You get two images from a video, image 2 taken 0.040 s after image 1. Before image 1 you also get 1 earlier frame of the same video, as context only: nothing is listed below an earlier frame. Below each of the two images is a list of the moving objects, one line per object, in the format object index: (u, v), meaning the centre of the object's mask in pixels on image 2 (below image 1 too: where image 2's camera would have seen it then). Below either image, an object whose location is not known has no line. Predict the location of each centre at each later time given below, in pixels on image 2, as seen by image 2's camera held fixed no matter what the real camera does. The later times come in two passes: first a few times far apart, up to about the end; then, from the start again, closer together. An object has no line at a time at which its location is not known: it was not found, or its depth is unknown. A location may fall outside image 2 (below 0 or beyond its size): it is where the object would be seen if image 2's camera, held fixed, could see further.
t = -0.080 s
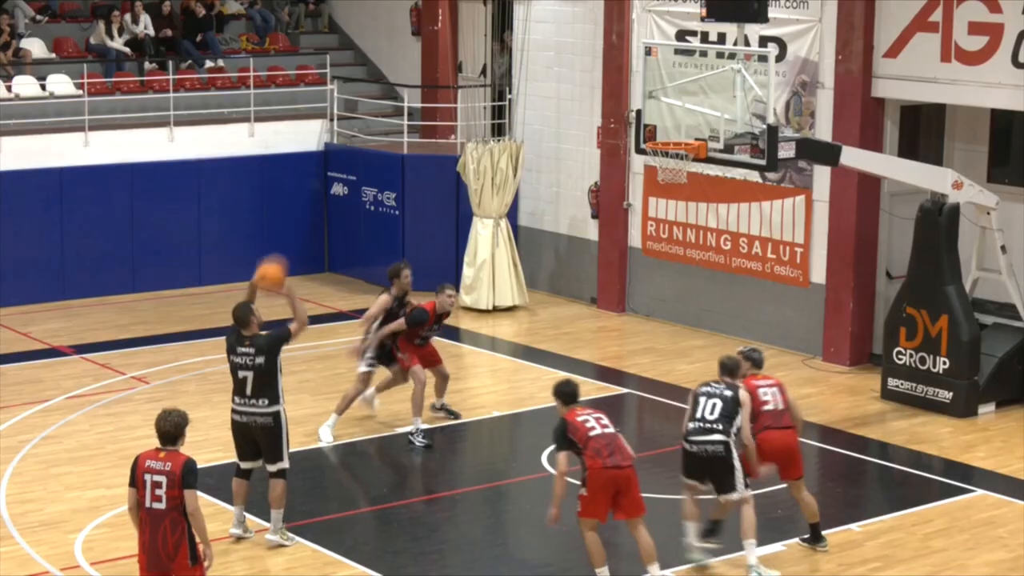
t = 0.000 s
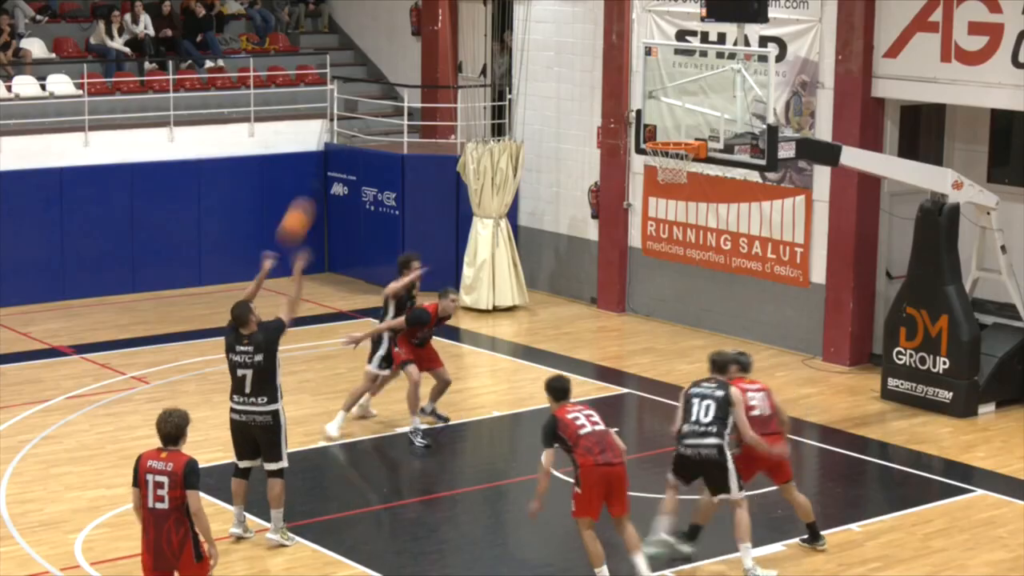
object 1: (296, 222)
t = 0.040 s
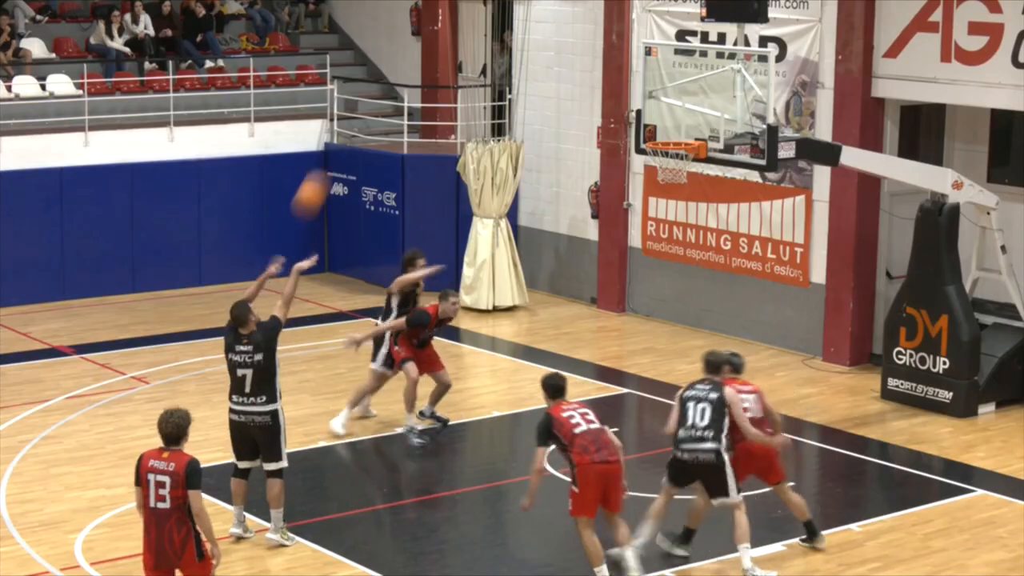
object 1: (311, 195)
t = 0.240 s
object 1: (386, 83)
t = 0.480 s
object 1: (470, 17)
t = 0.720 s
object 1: (548, 18)
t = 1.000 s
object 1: (627, 93)
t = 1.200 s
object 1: (674, 104)
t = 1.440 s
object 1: (686, 83)
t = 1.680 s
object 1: (669, 116)
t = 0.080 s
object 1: (326, 168)
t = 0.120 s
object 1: (340, 148)
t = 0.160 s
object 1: (356, 121)
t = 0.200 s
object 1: (372, 100)
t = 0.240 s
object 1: (386, 83)
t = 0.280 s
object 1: (401, 68)
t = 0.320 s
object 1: (417, 53)
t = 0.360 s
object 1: (430, 42)
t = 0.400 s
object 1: (442, 32)
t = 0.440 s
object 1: (458, 23)
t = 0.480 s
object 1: (470, 17)
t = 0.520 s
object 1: (485, 13)
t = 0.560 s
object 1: (498, 11)
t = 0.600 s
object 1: (510, 11)
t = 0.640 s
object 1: (524, 11)
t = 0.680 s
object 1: (536, 13)
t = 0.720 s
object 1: (548, 18)
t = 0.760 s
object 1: (560, 24)
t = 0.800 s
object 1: (572, 31)
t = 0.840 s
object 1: (584, 41)
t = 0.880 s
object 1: (596, 52)
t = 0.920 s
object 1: (607, 65)
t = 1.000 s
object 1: (627, 93)
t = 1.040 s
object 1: (640, 112)
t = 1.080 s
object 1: (651, 130)
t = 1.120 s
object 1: (659, 122)
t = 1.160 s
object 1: (666, 114)
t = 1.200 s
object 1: (674, 104)
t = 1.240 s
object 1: (683, 97)
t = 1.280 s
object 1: (691, 92)
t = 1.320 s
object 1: (694, 88)
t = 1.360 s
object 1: (692, 85)
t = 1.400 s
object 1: (689, 83)
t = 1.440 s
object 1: (686, 83)
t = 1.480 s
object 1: (684, 84)
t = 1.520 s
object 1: (681, 87)
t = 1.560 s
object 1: (678, 92)
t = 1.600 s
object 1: (675, 98)
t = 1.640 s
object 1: (671, 107)
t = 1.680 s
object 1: (669, 116)
